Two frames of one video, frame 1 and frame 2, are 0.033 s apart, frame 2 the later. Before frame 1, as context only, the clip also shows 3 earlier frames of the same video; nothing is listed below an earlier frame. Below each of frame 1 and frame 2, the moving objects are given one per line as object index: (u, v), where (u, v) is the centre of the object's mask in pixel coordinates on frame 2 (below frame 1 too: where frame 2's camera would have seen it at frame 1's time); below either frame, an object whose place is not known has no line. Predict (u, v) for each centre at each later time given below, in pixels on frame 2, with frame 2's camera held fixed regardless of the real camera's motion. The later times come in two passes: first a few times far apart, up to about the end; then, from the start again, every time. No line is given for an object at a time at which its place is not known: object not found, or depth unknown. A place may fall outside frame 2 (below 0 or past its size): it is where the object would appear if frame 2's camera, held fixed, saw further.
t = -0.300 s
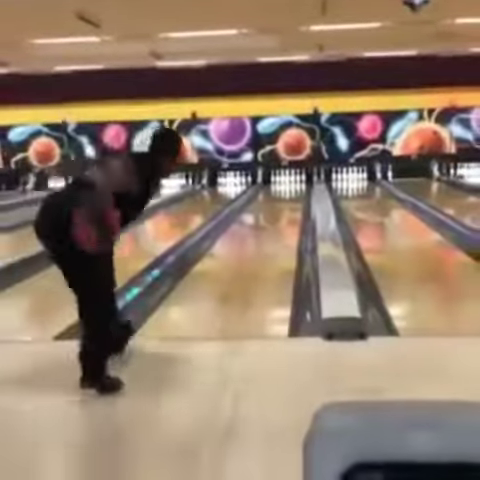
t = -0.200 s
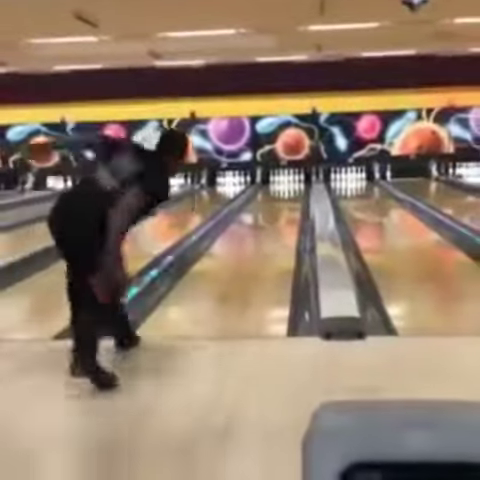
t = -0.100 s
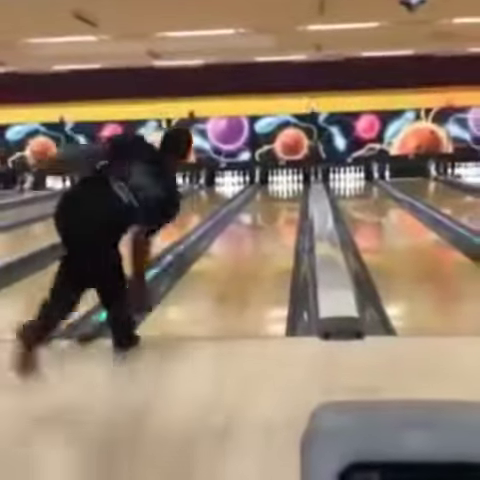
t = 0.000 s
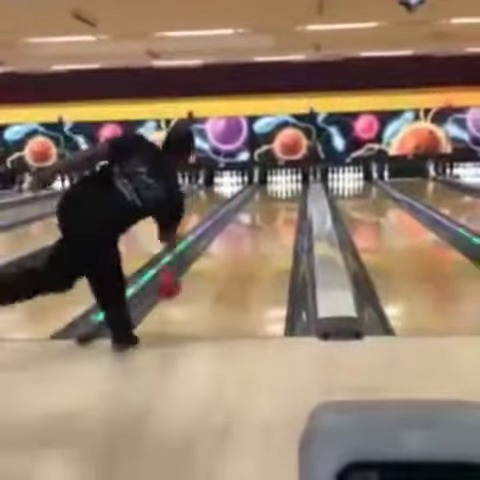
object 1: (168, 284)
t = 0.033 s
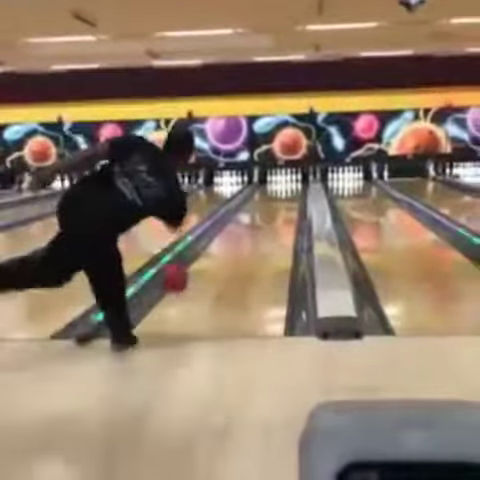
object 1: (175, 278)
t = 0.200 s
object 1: (212, 270)
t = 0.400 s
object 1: (237, 247)
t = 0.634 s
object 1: (255, 230)
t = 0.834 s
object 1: (265, 220)
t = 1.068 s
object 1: (277, 210)
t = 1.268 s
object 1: (283, 202)
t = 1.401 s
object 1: (286, 200)
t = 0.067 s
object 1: (180, 275)
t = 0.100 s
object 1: (187, 274)
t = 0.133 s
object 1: (201, 275)
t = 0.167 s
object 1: (206, 274)
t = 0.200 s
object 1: (212, 270)
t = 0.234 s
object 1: (217, 265)
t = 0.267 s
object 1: (221, 261)
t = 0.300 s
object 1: (225, 257)
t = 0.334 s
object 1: (229, 254)
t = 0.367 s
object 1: (233, 250)
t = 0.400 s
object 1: (237, 247)
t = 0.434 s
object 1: (239, 243)
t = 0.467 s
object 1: (242, 241)
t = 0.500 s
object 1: (245, 240)
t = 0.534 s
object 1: (248, 236)
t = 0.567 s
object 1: (250, 233)
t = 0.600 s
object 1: (253, 231)
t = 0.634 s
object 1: (255, 230)
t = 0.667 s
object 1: (257, 230)
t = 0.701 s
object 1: (259, 226)
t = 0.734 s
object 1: (260, 225)
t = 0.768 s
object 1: (260, 225)
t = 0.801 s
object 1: (261, 224)
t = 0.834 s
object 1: (265, 220)
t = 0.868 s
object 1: (267, 218)
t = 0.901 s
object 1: (270, 216)
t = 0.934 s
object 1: (271, 216)
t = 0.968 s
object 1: (273, 215)
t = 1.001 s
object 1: (275, 214)
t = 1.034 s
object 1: (275, 213)
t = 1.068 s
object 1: (277, 210)
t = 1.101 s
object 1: (279, 207)
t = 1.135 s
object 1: (282, 204)
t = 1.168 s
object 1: (282, 204)
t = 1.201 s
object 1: (283, 202)
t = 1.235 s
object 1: (283, 202)
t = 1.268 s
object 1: (283, 202)
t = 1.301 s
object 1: (285, 201)
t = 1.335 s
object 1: (285, 201)
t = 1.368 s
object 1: (286, 200)
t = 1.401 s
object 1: (286, 200)
